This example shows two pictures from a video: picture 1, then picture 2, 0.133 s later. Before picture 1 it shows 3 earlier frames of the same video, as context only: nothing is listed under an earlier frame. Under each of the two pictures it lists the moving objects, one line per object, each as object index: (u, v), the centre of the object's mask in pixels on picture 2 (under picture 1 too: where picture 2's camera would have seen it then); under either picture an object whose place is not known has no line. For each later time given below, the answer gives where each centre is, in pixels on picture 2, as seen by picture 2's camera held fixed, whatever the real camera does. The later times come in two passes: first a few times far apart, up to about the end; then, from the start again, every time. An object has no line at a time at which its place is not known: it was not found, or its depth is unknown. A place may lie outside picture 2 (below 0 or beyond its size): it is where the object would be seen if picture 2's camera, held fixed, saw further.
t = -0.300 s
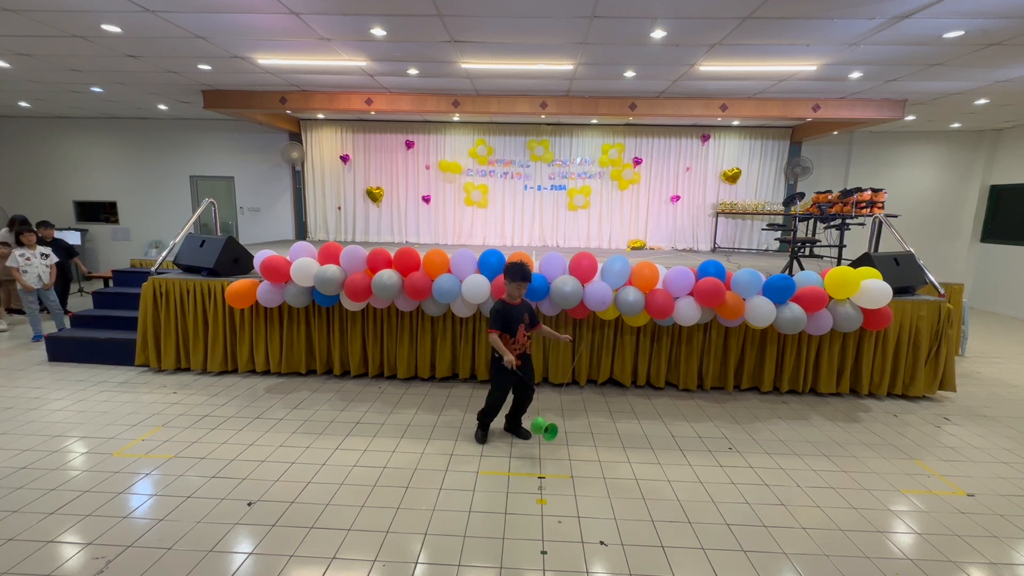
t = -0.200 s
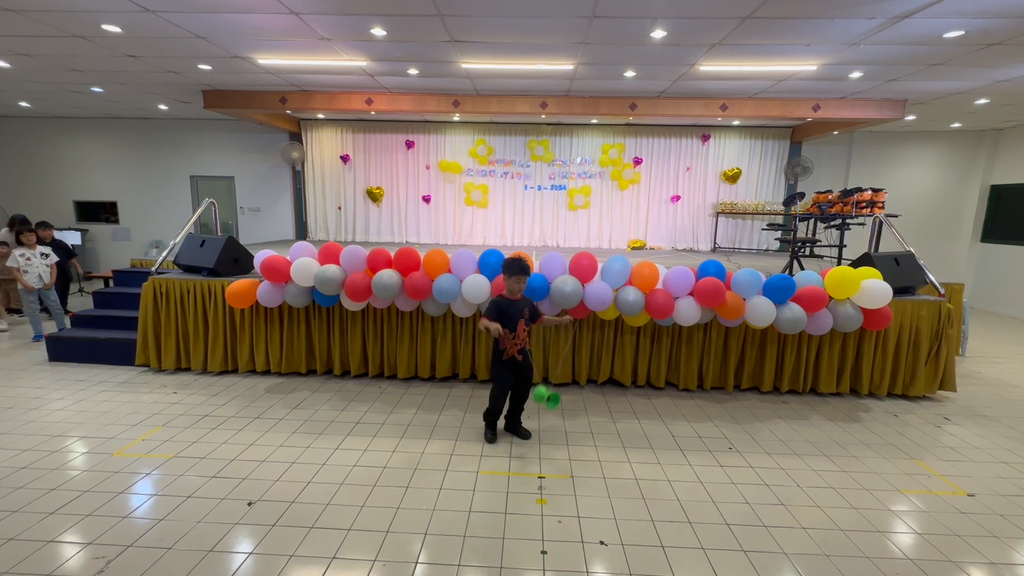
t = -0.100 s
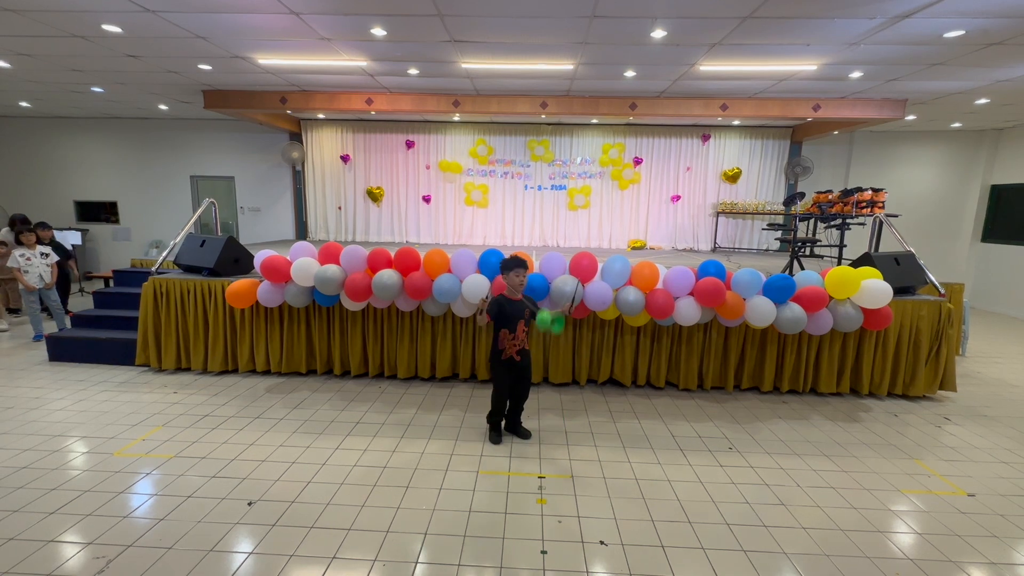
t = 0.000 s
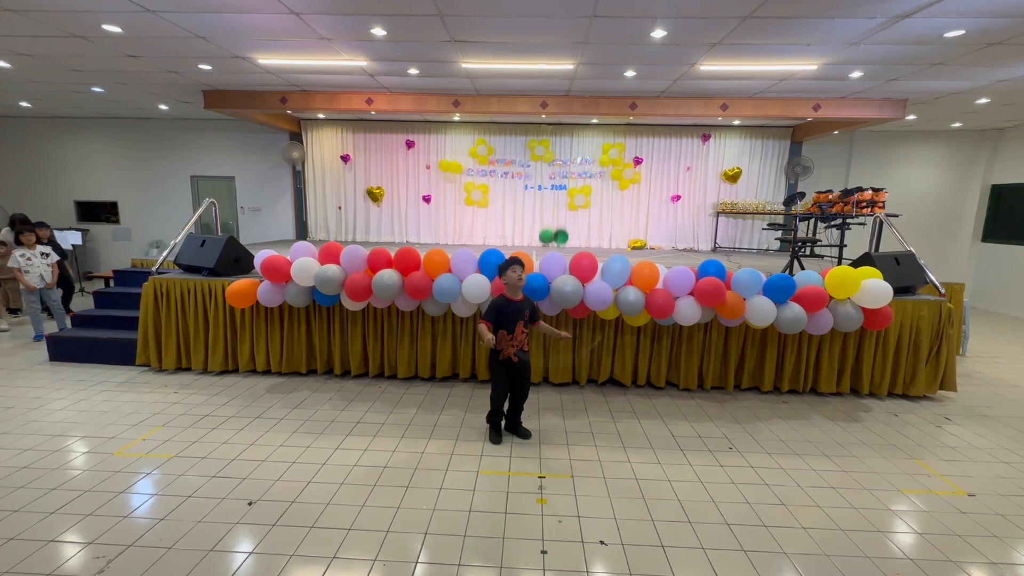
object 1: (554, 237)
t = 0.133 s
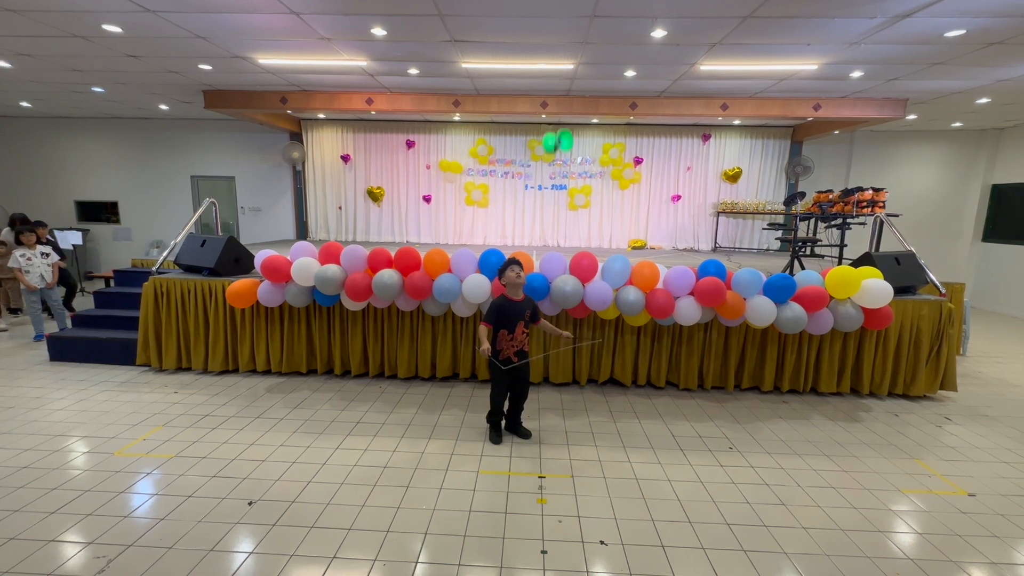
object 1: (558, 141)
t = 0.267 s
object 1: (561, 75)
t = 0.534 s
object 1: (563, 29)
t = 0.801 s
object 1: (562, 111)
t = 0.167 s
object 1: (559, 122)
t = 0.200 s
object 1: (559, 104)
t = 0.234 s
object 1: (560, 88)
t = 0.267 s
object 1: (561, 75)
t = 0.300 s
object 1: (561, 61)
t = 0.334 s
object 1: (562, 50)
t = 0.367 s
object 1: (562, 42)
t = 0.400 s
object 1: (562, 35)
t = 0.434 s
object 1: (563, 31)
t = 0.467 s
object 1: (563, 28)
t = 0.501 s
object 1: (563, 28)
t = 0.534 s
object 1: (563, 29)
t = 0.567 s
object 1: (563, 32)
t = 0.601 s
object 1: (563, 38)
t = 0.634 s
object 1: (563, 45)
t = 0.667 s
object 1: (563, 54)
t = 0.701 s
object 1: (563, 66)
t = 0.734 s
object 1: (562, 80)
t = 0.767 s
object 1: (562, 94)
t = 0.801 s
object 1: (562, 111)
